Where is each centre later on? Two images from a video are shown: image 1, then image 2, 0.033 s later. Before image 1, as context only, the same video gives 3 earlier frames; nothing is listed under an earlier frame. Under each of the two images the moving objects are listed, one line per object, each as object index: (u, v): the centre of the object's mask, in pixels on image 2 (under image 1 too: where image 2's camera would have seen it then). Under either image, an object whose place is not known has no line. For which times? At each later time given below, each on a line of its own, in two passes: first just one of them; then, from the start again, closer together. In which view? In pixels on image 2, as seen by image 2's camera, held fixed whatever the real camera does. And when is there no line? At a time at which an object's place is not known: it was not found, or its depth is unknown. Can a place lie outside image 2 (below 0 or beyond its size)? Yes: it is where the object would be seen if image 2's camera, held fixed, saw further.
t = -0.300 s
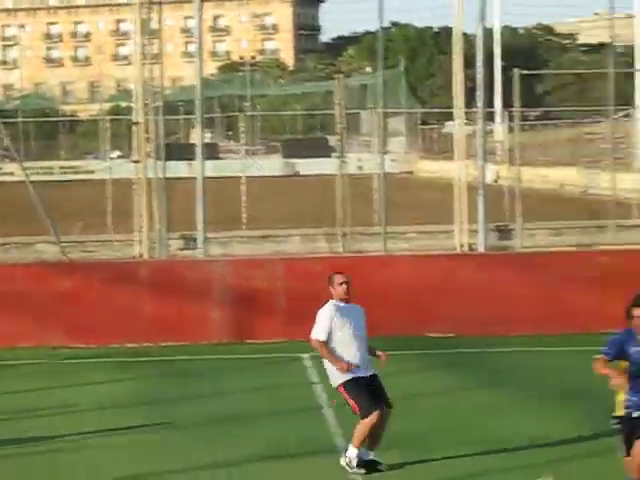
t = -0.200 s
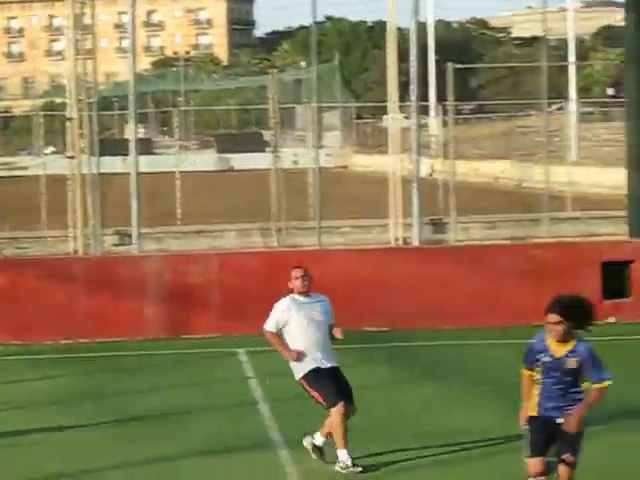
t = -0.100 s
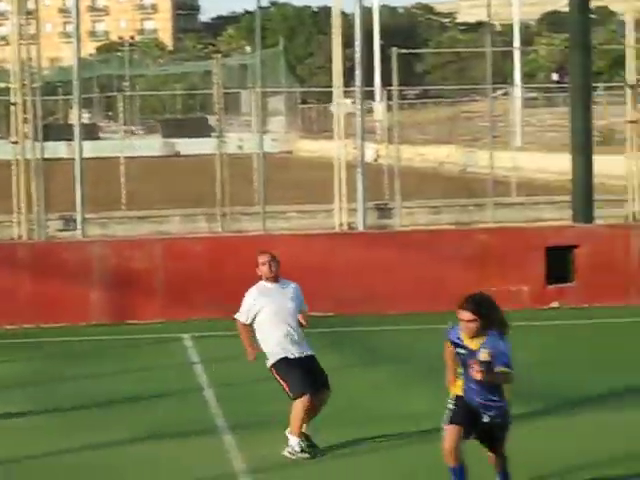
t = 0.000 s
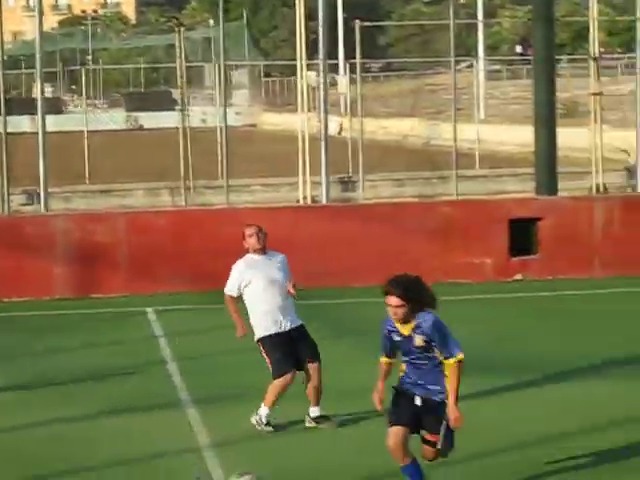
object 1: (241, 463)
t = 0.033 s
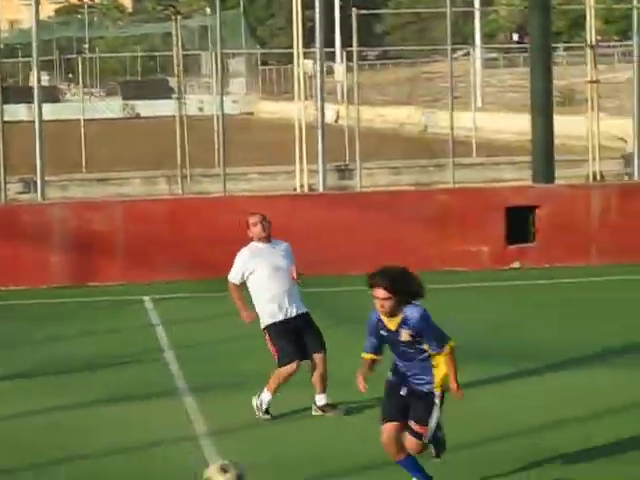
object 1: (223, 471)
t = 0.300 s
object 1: (59, 564)
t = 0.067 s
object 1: (204, 476)
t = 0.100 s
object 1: (185, 484)
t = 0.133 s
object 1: (164, 490)
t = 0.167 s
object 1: (145, 500)
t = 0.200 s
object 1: (125, 511)
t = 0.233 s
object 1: (103, 525)
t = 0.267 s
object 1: (81, 543)
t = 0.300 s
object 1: (59, 564)
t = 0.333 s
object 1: (36, 582)
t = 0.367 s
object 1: (11, 611)
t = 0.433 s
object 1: (-35, 640)
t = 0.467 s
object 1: (-60, 637)
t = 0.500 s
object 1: (-89, 639)
